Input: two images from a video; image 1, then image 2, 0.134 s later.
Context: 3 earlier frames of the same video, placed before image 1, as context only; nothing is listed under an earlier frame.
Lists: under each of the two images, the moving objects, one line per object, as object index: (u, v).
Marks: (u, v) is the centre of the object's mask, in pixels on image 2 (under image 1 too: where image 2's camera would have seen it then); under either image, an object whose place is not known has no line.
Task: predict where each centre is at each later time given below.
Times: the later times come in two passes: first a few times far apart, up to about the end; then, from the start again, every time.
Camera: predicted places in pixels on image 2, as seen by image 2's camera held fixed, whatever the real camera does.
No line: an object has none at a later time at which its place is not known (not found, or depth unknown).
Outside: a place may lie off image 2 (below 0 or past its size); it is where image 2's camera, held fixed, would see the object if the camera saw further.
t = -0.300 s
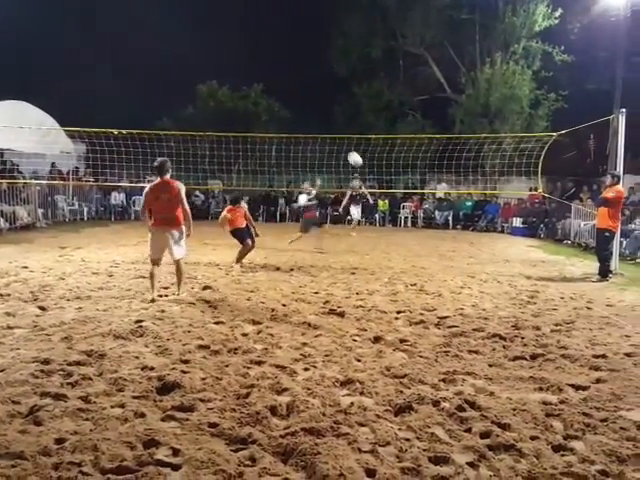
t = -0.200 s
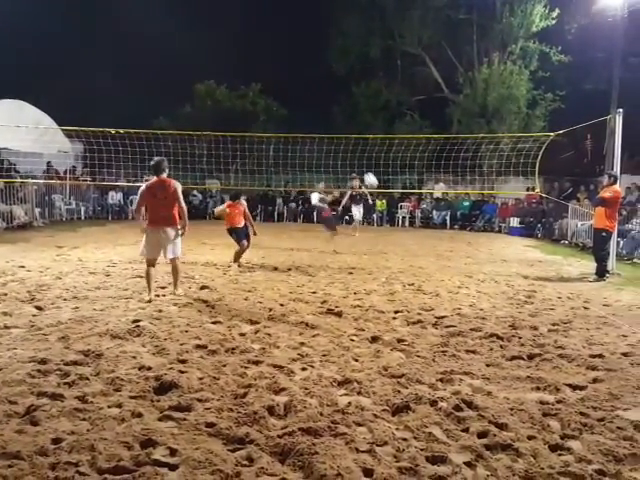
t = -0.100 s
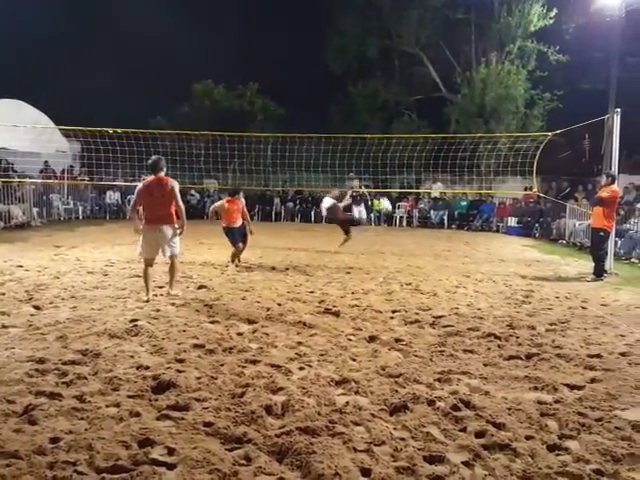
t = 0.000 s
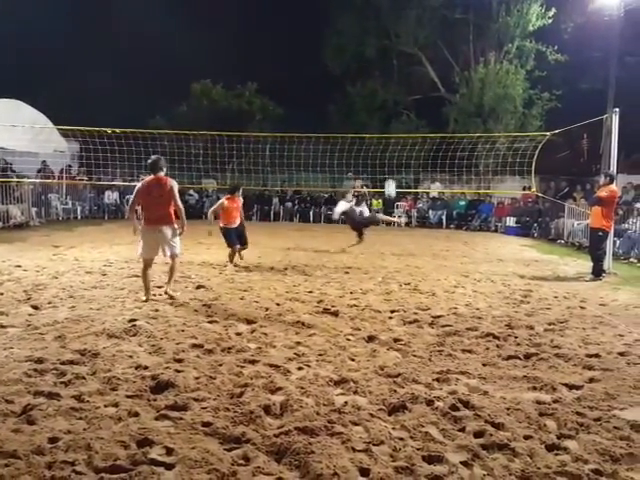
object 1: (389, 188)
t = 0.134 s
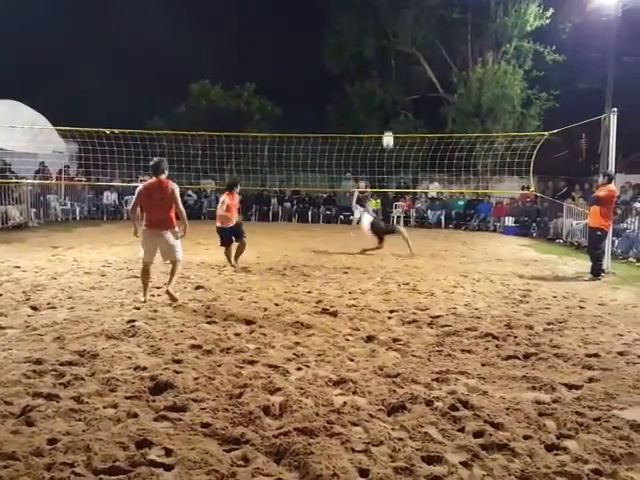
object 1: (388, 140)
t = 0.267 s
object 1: (386, 99)
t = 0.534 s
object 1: (381, 42)
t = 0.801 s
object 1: (375, 20)
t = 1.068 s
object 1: (368, 34)
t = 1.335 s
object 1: (361, 82)
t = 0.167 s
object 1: (388, 128)
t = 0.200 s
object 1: (387, 118)
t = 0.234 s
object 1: (387, 108)
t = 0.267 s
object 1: (386, 99)
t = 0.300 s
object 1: (386, 90)
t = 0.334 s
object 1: (386, 82)
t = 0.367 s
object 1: (385, 74)
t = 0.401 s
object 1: (384, 67)
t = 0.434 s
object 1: (384, 59)
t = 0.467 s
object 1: (383, 53)
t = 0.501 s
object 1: (382, 47)
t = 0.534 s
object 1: (381, 42)
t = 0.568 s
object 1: (381, 37)
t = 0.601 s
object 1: (380, 33)
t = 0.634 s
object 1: (379, 29)
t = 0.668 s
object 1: (378, 27)
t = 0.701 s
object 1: (377, 24)
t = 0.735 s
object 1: (376, 22)
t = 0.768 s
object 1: (375, 21)
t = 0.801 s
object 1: (375, 20)
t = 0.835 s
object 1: (374, 20)
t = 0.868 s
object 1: (373, 20)
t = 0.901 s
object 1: (372, 21)
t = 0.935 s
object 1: (372, 22)
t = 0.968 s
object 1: (371, 24)
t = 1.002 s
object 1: (370, 27)
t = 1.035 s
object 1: (369, 30)
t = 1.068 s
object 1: (368, 34)
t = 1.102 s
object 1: (367, 38)
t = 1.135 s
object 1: (367, 43)
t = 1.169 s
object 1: (365, 48)
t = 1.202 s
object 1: (365, 54)
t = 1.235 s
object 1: (364, 60)
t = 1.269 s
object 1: (363, 67)
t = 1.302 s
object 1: (362, 74)
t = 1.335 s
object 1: (361, 82)
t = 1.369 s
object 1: (360, 90)
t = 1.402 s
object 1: (359, 99)
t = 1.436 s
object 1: (358, 108)
